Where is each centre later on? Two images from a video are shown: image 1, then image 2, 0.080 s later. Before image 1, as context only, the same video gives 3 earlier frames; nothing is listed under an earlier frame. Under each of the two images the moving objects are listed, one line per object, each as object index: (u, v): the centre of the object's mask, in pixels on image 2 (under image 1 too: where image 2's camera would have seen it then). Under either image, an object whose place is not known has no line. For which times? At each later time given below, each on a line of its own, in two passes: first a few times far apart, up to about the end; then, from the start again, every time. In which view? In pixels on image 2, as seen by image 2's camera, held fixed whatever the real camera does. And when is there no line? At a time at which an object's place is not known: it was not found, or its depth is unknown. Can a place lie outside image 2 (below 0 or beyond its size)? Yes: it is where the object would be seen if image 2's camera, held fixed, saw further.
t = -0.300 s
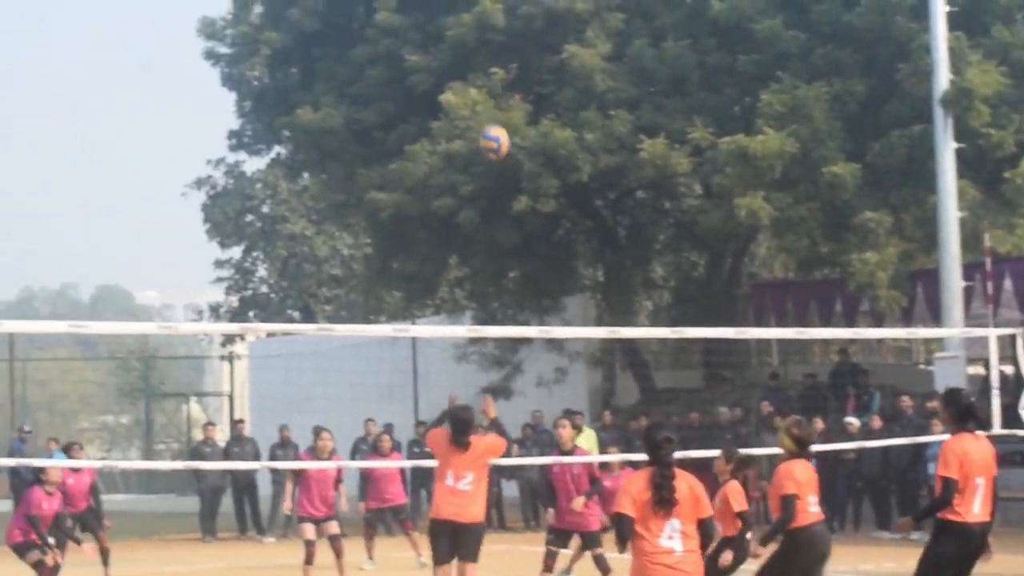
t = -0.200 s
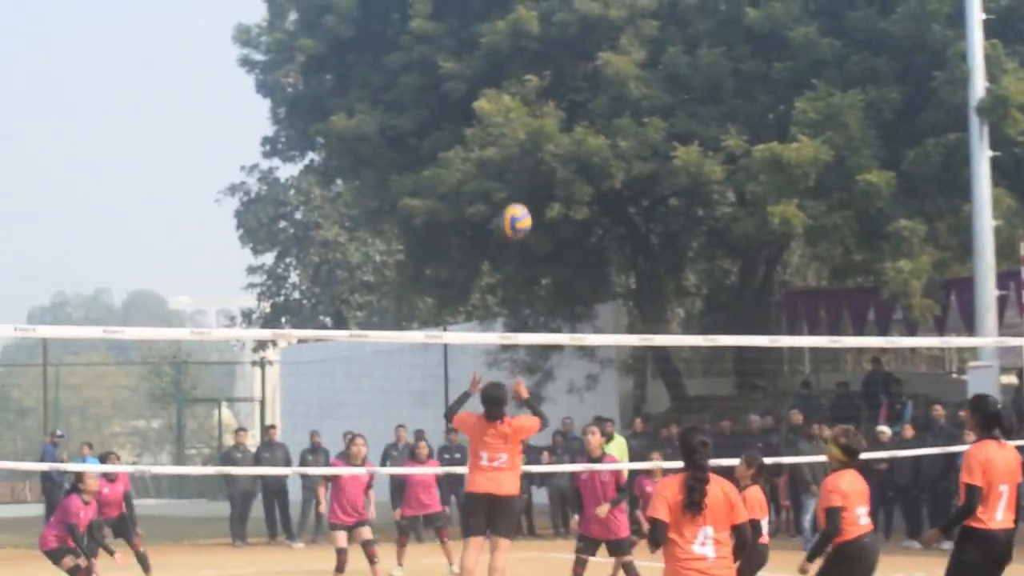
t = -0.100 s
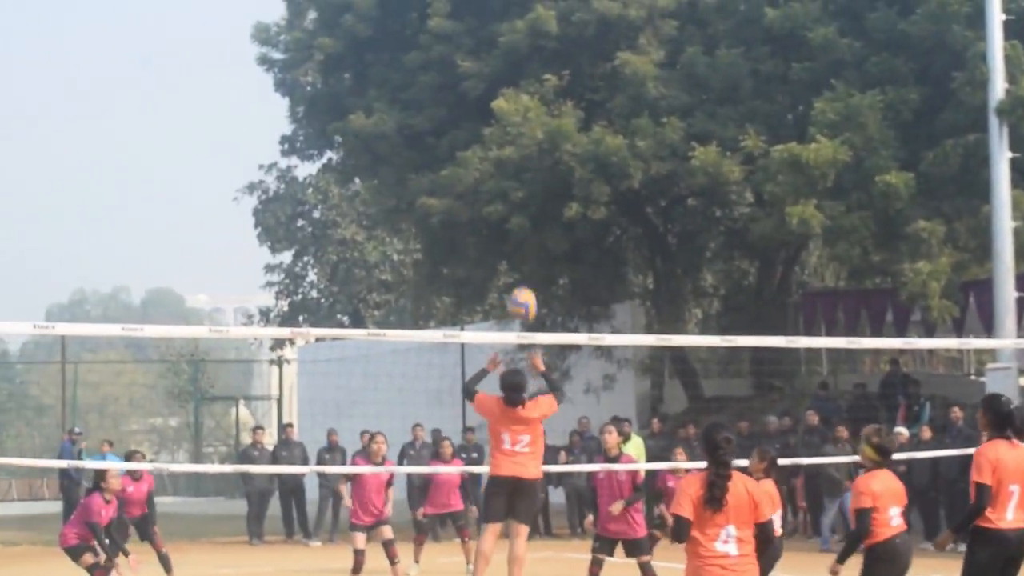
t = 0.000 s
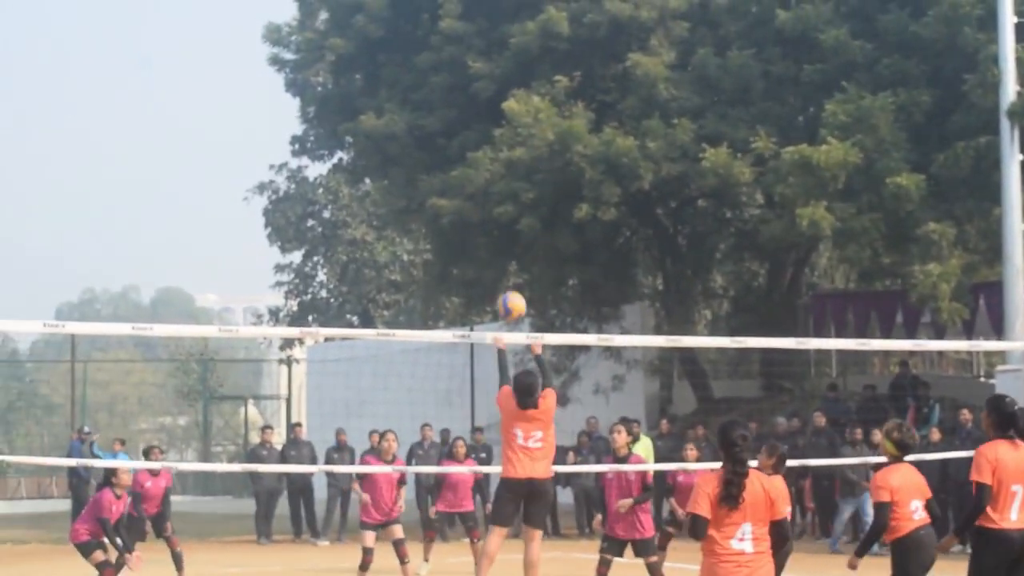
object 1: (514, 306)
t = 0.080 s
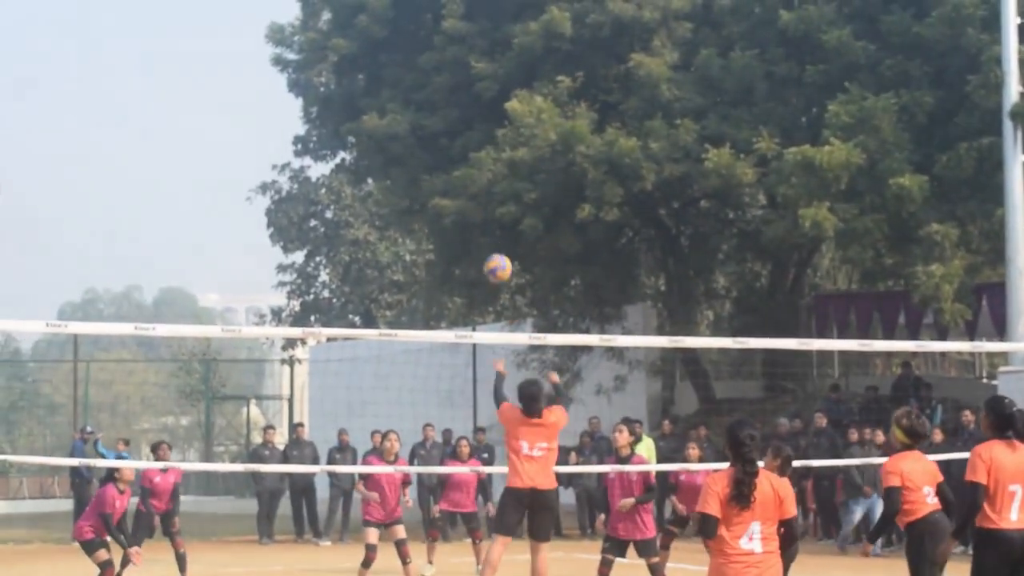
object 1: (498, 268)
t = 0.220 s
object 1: (472, 229)
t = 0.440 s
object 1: (438, 222)
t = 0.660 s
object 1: (410, 263)
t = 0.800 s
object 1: (395, 310)
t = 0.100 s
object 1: (494, 261)
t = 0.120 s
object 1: (490, 254)
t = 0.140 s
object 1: (486, 248)
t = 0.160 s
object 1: (482, 242)
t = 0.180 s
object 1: (479, 237)
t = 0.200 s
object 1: (475, 233)
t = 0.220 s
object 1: (472, 229)
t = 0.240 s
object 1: (469, 226)
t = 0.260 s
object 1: (466, 224)
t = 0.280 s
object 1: (462, 223)
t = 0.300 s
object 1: (460, 221)
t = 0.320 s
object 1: (456, 221)
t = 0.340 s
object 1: (454, 220)
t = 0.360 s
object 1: (450, 219)
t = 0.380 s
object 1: (447, 219)
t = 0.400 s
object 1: (444, 220)
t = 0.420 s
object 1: (441, 220)
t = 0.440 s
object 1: (438, 222)
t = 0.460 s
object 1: (435, 224)
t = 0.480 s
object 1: (432, 226)
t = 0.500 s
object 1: (430, 229)
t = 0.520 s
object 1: (427, 232)
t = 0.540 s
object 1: (425, 235)
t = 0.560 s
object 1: (422, 239)
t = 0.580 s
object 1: (420, 243)
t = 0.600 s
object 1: (419, 247)
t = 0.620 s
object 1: (415, 253)
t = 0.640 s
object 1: (413, 257)
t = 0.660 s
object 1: (410, 263)
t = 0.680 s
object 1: (408, 267)
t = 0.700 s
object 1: (406, 273)
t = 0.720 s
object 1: (405, 281)
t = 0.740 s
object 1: (402, 288)
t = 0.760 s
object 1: (400, 295)
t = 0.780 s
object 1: (397, 302)
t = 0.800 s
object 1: (395, 310)
